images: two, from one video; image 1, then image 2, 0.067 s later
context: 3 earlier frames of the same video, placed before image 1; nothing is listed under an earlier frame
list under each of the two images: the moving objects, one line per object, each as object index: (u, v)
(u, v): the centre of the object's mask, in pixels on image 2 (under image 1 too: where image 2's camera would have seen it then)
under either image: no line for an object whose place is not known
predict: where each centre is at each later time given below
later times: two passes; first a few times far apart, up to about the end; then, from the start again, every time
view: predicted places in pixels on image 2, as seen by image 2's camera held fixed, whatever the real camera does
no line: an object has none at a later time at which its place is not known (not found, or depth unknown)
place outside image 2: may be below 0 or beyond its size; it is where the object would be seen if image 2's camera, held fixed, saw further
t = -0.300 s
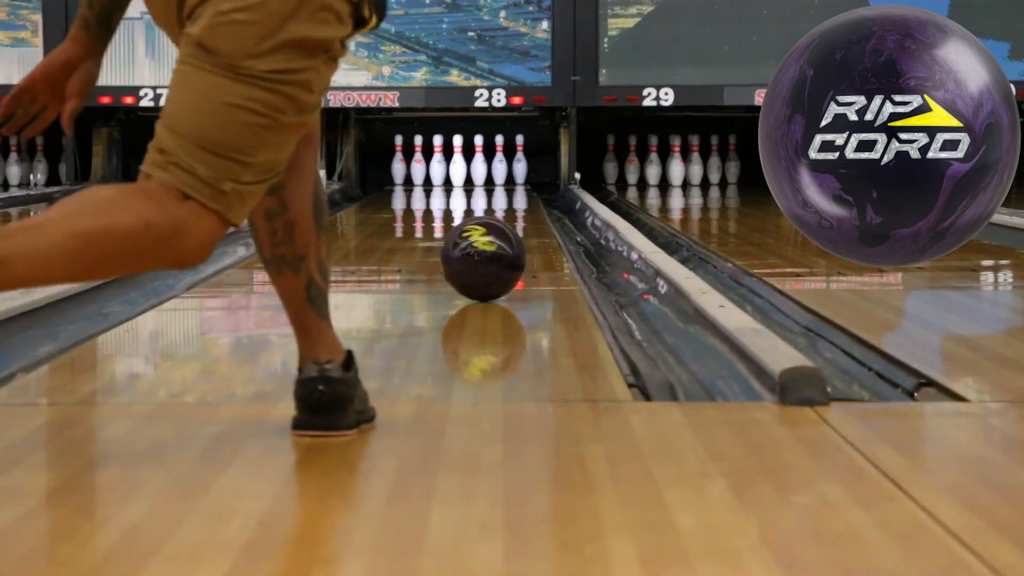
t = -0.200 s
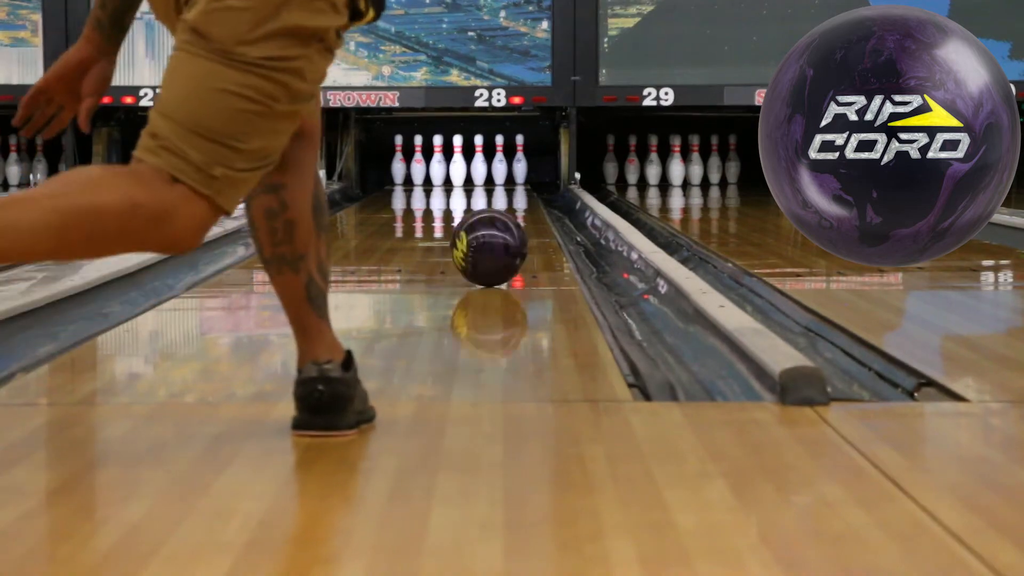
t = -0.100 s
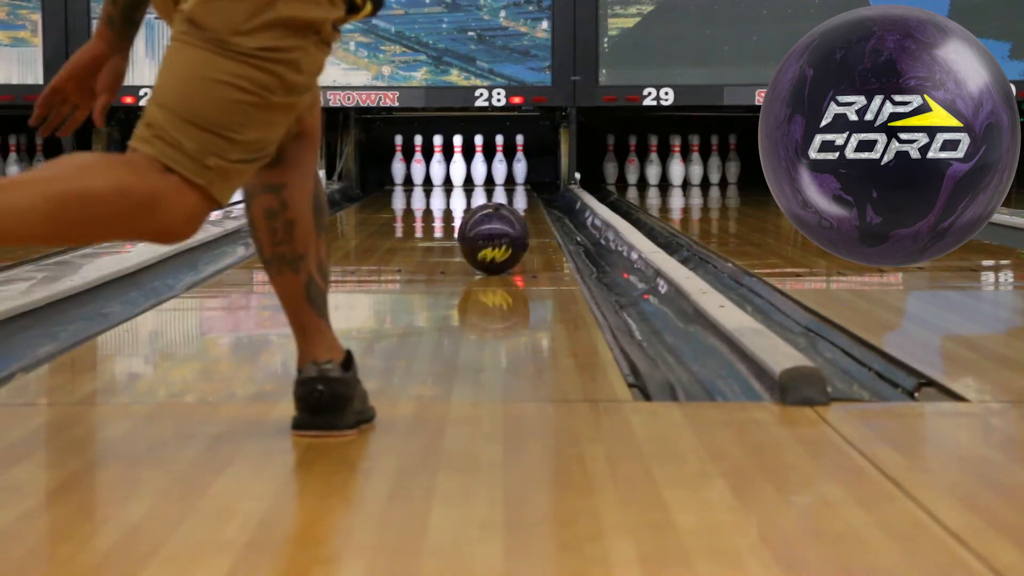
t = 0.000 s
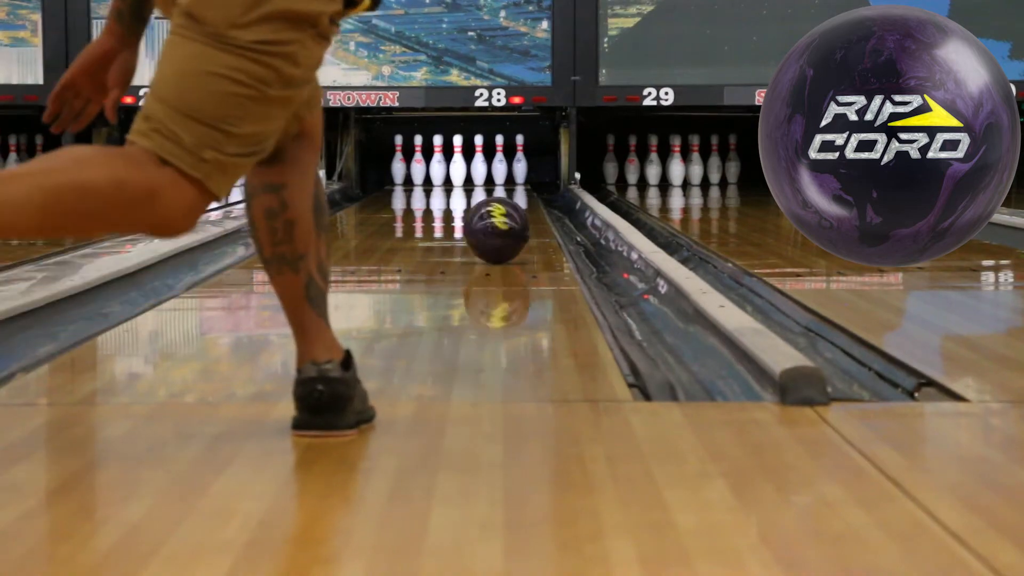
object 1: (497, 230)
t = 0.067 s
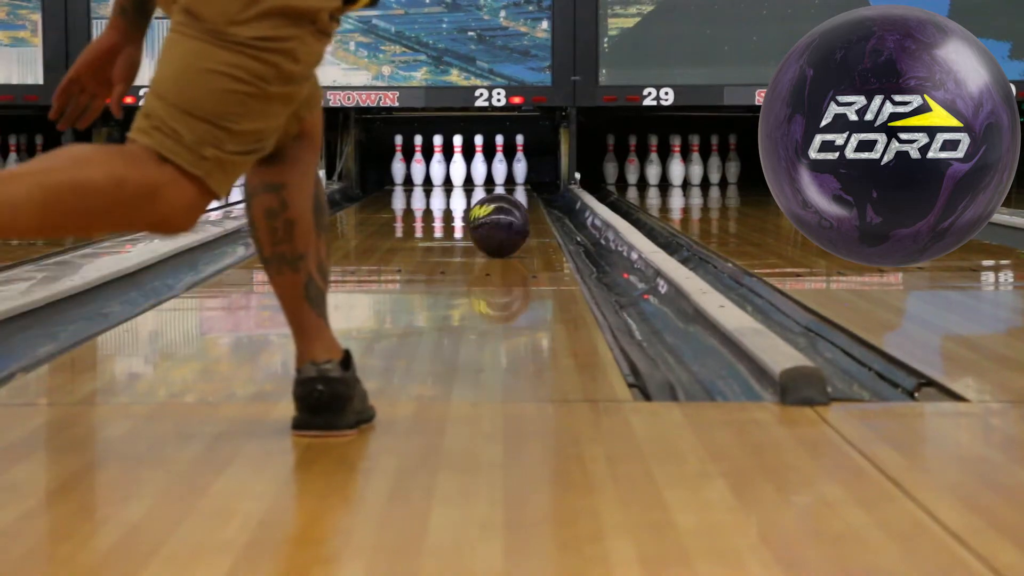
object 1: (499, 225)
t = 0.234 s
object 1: (502, 215)
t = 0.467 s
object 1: (505, 204)
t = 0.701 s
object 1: (507, 196)
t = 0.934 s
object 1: (506, 189)
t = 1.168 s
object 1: (503, 184)
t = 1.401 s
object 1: (496, 179)
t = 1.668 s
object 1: (484, 175)
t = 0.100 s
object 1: (499, 223)
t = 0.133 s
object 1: (500, 221)
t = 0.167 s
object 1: (501, 219)
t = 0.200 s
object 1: (501, 217)
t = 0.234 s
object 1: (502, 215)
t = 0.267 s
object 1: (503, 213)
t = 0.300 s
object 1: (503, 211)
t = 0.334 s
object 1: (504, 209)
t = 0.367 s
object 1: (504, 208)
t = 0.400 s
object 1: (505, 207)
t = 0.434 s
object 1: (505, 205)
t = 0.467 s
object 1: (505, 204)
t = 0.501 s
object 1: (506, 203)
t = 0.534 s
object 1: (506, 201)
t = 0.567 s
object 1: (507, 200)
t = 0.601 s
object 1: (507, 199)
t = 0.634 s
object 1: (507, 198)
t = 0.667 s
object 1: (507, 197)
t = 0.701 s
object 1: (507, 196)
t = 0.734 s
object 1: (507, 195)
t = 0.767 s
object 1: (507, 194)
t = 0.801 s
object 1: (506, 193)
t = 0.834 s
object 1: (507, 192)
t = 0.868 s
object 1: (506, 191)
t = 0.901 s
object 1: (506, 190)
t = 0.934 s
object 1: (506, 189)
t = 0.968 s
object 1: (506, 188)
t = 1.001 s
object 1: (505, 187)
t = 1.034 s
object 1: (504, 187)
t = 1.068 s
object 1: (504, 186)
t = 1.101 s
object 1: (504, 185)
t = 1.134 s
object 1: (503, 185)
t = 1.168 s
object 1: (503, 184)
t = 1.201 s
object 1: (502, 183)
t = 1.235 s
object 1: (501, 182)
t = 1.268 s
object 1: (500, 182)
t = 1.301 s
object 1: (499, 181)
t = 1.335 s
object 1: (498, 180)
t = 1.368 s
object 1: (497, 180)
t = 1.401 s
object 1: (496, 179)
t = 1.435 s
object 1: (494, 179)
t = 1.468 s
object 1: (493, 179)
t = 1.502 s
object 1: (492, 178)
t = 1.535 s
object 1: (490, 177)
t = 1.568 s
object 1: (489, 177)
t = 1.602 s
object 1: (487, 176)
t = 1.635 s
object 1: (485, 176)
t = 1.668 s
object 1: (484, 175)
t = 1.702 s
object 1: (481, 175)
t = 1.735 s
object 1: (479, 174)
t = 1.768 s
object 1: (478, 174)
